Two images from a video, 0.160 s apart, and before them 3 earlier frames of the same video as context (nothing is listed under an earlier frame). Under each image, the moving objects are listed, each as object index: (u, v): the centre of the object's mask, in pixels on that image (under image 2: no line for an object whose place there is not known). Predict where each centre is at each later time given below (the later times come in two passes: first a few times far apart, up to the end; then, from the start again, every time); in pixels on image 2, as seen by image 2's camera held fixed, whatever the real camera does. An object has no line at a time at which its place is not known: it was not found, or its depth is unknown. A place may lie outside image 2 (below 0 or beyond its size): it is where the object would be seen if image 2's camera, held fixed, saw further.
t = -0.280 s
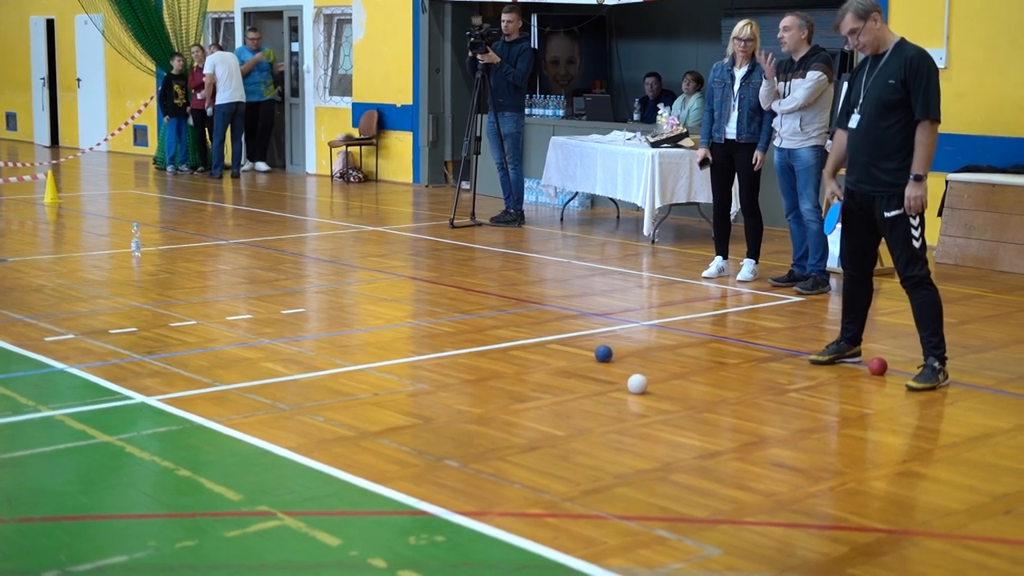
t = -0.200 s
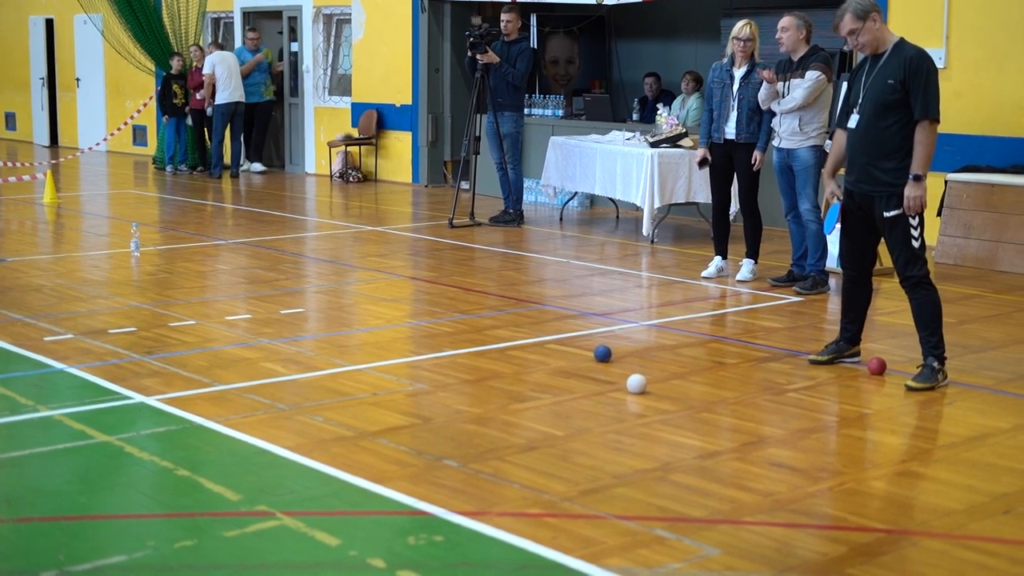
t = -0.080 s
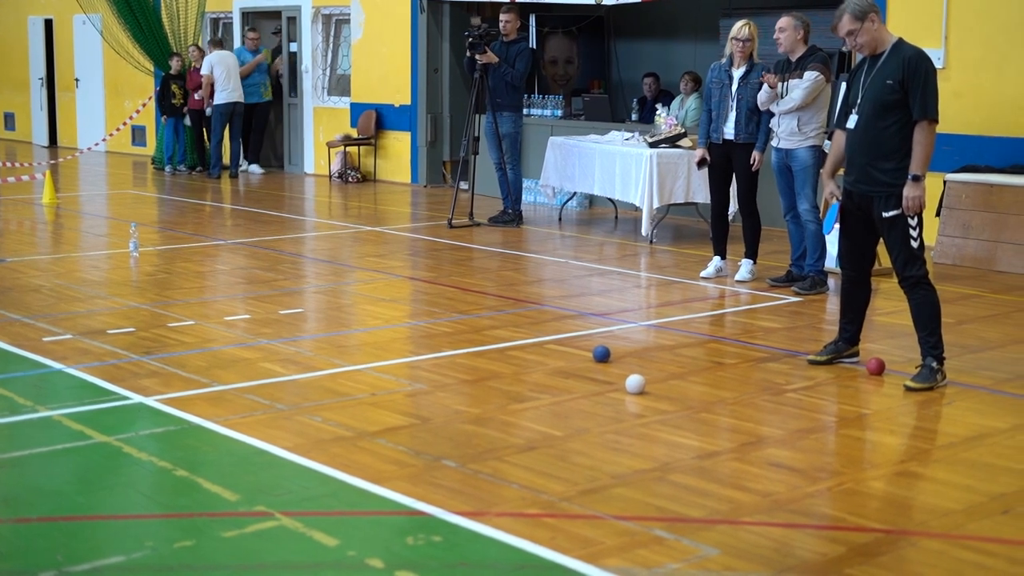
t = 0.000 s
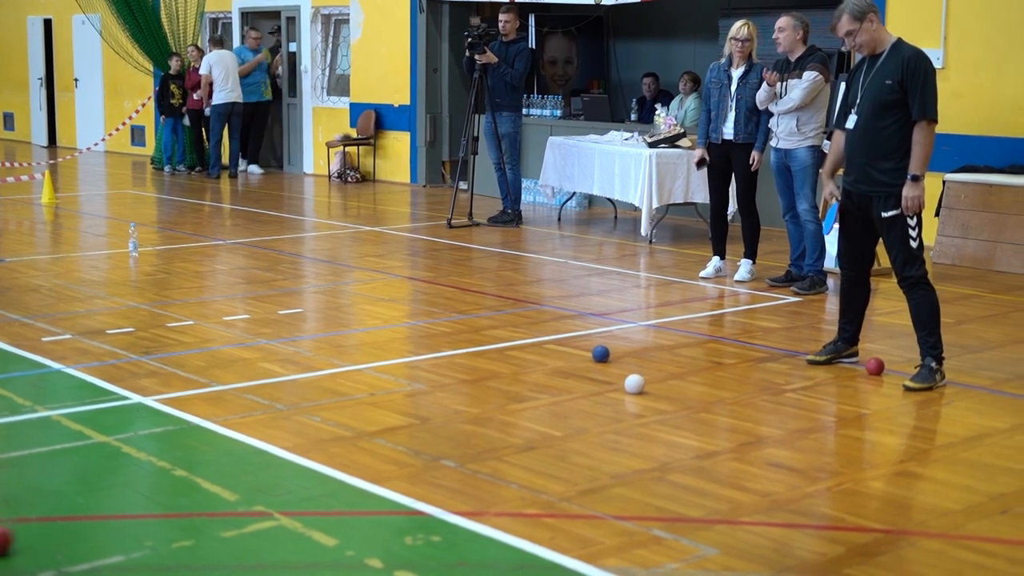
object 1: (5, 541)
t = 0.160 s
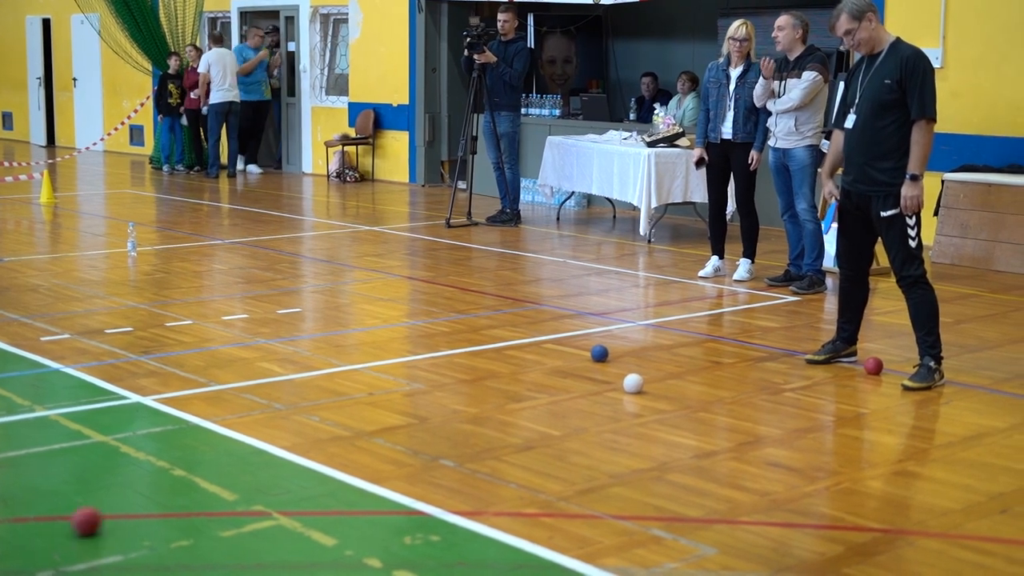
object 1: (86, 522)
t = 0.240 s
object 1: (126, 514)
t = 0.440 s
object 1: (211, 495)
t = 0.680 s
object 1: (291, 480)
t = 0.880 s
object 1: (340, 470)
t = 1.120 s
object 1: (379, 462)
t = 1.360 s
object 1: (399, 457)
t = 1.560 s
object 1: (403, 456)
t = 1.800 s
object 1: (403, 456)
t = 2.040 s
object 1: (402, 457)
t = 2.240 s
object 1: (402, 457)
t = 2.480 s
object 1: (403, 457)
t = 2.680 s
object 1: (402, 457)
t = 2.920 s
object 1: (402, 457)
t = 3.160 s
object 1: (403, 456)
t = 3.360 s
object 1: (402, 456)
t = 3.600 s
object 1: (402, 456)
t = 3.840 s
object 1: (402, 457)
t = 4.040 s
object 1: (403, 457)
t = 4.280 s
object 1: (403, 456)
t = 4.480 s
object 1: (403, 456)
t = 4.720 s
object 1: (403, 456)
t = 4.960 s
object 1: (402, 456)
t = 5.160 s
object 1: (402, 456)
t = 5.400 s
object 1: (402, 457)
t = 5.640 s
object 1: (402, 457)
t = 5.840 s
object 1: (402, 456)
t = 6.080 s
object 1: (402, 456)
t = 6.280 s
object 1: (402, 456)
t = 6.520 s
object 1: (402, 456)
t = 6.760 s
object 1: (403, 456)
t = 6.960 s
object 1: (402, 456)
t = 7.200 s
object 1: (403, 456)
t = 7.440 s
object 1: (403, 456)
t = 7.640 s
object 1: (403, 456)
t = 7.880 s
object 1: (402, 456)
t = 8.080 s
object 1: (403, 456)
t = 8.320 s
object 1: (402, 456)
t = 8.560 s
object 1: (403, 456)
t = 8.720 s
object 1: (403, 456)
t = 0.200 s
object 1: (106, 518)
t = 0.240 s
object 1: (126, 514)
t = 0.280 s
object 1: (144, 510)
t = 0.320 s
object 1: (163, 506)
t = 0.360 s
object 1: (179, 503)
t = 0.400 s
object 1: (196, 499)
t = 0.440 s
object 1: (211, 495)
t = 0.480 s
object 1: (227, 492)
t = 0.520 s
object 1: (241, 490)
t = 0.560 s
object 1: (254, 487)
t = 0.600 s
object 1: (267, 485)
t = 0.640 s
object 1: (279, 482)
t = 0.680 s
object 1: (291, 480)
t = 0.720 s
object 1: (302, 478)
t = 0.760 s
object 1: (312, 476)
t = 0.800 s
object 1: (322, 474)
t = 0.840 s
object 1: (331, 472)
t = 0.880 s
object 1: (340, 470)
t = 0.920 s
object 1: (348, 468)
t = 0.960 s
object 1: (355, 466)
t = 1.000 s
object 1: (362, 466)
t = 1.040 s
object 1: (368, 464)
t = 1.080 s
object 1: (374, 463)
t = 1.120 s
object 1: (379, 462)
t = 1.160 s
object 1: (384, 461)
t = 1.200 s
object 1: (388, 460)
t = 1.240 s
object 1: (392, 459)
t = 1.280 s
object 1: (395, 459)
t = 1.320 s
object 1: (397, 458)
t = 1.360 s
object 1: (399, 457)
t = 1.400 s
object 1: (401, 457)
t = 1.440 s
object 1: (402, 457)
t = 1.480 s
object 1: (403, 456)
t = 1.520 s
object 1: (403, 456)
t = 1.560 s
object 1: (403, 456)
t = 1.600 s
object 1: (403, 456)
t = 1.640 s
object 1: (402, 457)
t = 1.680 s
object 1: (402, 457)
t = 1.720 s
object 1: (402, 457)
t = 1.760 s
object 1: (403, 457)
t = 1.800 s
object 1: (403, 456)
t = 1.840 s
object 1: (403, 456)
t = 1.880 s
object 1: (403, 456)
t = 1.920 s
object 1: (403, 456)
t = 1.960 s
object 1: (403, 456)
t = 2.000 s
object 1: (403, 456)
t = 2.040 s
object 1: (402, 457)
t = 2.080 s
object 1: (402, 457)
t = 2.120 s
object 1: (403, 457)
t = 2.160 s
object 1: (403, 457)
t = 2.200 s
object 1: (403, 457)
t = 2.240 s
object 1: (402, 457)
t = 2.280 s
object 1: (403, 457)
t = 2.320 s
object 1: (403, 457)
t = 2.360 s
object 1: (403, 457)
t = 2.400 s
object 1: (402, 457)
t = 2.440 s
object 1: (403, 457)
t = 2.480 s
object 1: (403, 457)
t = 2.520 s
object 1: (403, 457)
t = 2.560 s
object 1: (403, 457)
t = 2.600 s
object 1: (403, 457)
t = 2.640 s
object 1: (402, 457)
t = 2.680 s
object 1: (402, 457)
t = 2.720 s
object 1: (403, 457)
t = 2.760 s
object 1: (403, 457)
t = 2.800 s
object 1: (402, 457)
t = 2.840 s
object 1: (403, 457)
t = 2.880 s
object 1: (402, 457)
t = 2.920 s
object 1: (402, 457)
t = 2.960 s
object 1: (403, 456)
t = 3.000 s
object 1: (403, 456)
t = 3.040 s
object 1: (403, 457)
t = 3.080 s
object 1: (402, 456)
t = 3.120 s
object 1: (403, 456)
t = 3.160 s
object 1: (403, 456)
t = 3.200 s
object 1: (402, 457)
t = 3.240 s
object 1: (403, 456)
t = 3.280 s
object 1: (403, 456)
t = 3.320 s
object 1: (402, 457)
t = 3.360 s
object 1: (402, 456)
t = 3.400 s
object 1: (403, 457)
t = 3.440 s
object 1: (402, 457)
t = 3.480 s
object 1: (402, 457)
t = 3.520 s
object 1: (402, 457)
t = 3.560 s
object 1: (402, 457)
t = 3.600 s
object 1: (402, 456)
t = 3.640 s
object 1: (403, 456)
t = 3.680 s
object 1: (402, 456)
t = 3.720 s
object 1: (402, 457)
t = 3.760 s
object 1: (402, 457)
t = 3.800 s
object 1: (402, 456)
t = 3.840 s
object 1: (402, 457)
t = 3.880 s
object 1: (402, 457)
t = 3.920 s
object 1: (402, 457)
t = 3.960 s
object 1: (402, 457)
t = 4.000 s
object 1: (403, 457)
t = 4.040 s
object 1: (403, 457)
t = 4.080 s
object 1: (403, 456)
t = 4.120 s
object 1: (403, 456)
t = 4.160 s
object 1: (402, 456)
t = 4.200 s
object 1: (403, 456)
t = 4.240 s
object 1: (403, 456)
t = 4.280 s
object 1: (403, 456)
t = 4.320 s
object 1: (402, 456)
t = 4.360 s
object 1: (402, 456)
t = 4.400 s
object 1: (402, 456)
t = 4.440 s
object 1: (402, 457)
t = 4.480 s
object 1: (403, 456)
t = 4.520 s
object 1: (403, 456)
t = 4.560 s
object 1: (403, 456)
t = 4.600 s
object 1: (402, 456)
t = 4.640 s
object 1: (403, 456)
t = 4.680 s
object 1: (403, 456)
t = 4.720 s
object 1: (403, 456)
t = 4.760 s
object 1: (403, 456)
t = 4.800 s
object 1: (403, 457)
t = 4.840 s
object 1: (403, 456)
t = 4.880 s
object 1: (403, 456)
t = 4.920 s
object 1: (402, 457)
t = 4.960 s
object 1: (402, 456)
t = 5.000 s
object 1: (402, 456)
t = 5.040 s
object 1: (402, 456)
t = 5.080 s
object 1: (402, 456)
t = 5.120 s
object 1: (402, 457)
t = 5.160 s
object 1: (402, 456)
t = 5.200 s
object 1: (403, 456)
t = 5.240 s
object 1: (403, 456)
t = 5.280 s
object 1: (402, 456)
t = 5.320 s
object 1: (403, 456)
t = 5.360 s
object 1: (402, 457)
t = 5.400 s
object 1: (402, 457)
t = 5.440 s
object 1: (402, 457)
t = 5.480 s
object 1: (402, 457)
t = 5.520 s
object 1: (402, 457)
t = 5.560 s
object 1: (402, 457)
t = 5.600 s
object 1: (402, 456)
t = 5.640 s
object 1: (402, 457)
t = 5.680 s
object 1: (402, 457)
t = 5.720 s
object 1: (402, 456)
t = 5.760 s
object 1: (402, 456)
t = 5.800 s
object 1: (402, 457)
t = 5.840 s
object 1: (402, 456)
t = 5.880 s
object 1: (402, 456)
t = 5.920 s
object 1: (402, 456)
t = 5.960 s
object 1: (402, 456)
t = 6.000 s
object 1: (402, 456)
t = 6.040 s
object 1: (402, 456)
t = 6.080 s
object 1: (402, 456)
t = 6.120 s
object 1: (402, 456)
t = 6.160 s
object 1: (402, 456)
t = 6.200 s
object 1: (402, 456)
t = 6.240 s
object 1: (402, 456)
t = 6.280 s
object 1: (402, 456)
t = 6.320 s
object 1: (402, 456)
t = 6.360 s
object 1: (402, 456)
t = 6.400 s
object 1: (402, 456)
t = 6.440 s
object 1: (402, 457)
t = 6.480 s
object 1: (402, 456)
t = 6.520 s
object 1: (402, 456)
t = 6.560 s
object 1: (402, 456)
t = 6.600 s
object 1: (402, 456)
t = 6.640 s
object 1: (402, 456)
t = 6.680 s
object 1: (403, 456)
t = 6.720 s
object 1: (402, 457)
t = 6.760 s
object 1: (403, 456)
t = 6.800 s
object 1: (402, 457)
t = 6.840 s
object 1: (403, 456)
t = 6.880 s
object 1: (402, 457)
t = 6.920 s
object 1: (403, 456)
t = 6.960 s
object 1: (402, 456)
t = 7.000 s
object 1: (402, 457)
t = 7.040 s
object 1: (403, 456)
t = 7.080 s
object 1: (403, 456)
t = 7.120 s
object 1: (403, 456)
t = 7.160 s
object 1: (402, 456)
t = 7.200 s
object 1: (403, 456)
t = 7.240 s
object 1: (403, 456)
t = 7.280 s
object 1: (403, 456)
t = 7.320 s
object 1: (403, 456)
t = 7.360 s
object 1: (403, 456)
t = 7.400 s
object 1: (403, 456)
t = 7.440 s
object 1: (403, 456)
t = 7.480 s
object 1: (403, 456)
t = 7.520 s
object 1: (403, 456)
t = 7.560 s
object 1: (403, 456)
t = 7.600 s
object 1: (402, 456)
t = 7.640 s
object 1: (403, 456)
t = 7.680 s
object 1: (403, 456)
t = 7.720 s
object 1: (402, 456)
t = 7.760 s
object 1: (402, 456)
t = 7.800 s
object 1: (402, 456)
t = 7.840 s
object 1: (403, 456)
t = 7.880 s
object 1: (402, 456)
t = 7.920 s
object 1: (403, 456)
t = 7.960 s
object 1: (402, 456)
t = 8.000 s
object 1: (402, 456)
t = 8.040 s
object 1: (402, 456)
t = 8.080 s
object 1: (403, 456)
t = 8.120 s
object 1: (403, 456)
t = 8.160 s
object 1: (402, 456)
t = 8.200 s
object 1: (403, 456)
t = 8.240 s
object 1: (402, 456)
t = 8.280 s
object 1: (402, 456)
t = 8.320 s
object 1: (402, 456)
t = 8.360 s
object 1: (402, 456)
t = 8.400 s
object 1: (403, 456)
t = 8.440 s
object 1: (403, 456)
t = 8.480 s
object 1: (403, 456)
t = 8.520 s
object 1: (403, 456)
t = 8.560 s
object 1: (403, 456)
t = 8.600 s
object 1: (403, 456)
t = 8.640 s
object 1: (403, 456)
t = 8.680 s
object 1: (403, 456)
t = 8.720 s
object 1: (403, 456)
